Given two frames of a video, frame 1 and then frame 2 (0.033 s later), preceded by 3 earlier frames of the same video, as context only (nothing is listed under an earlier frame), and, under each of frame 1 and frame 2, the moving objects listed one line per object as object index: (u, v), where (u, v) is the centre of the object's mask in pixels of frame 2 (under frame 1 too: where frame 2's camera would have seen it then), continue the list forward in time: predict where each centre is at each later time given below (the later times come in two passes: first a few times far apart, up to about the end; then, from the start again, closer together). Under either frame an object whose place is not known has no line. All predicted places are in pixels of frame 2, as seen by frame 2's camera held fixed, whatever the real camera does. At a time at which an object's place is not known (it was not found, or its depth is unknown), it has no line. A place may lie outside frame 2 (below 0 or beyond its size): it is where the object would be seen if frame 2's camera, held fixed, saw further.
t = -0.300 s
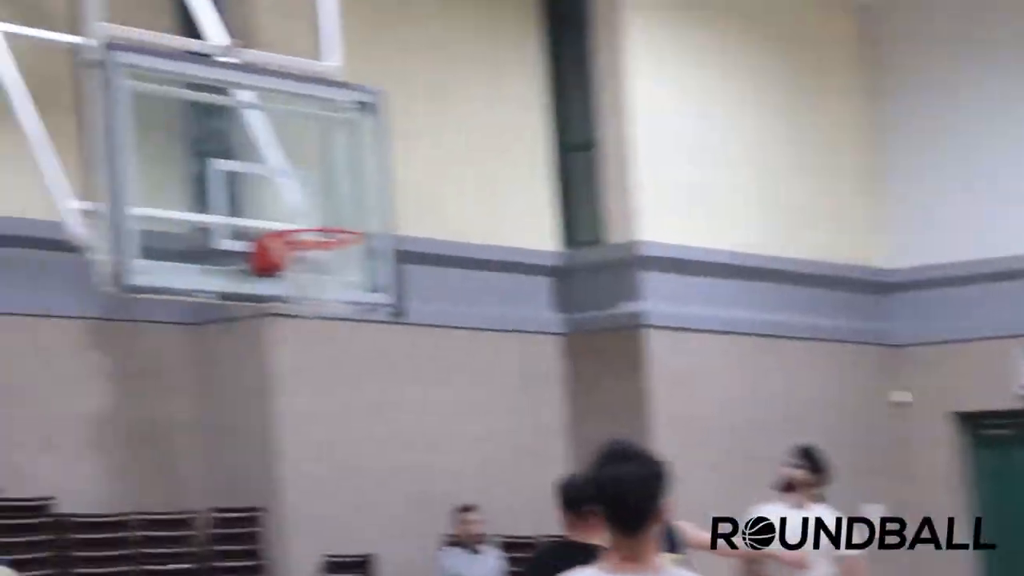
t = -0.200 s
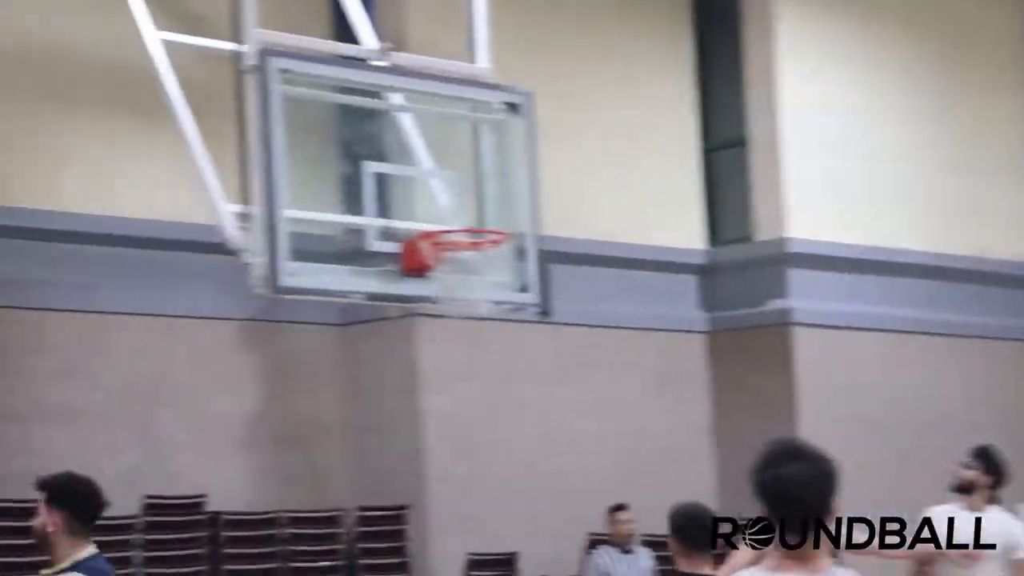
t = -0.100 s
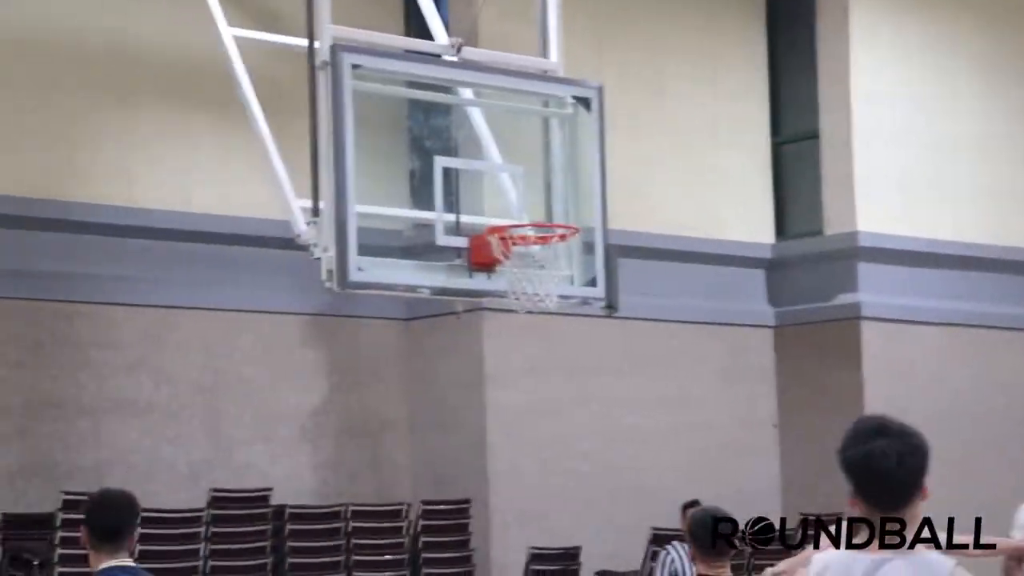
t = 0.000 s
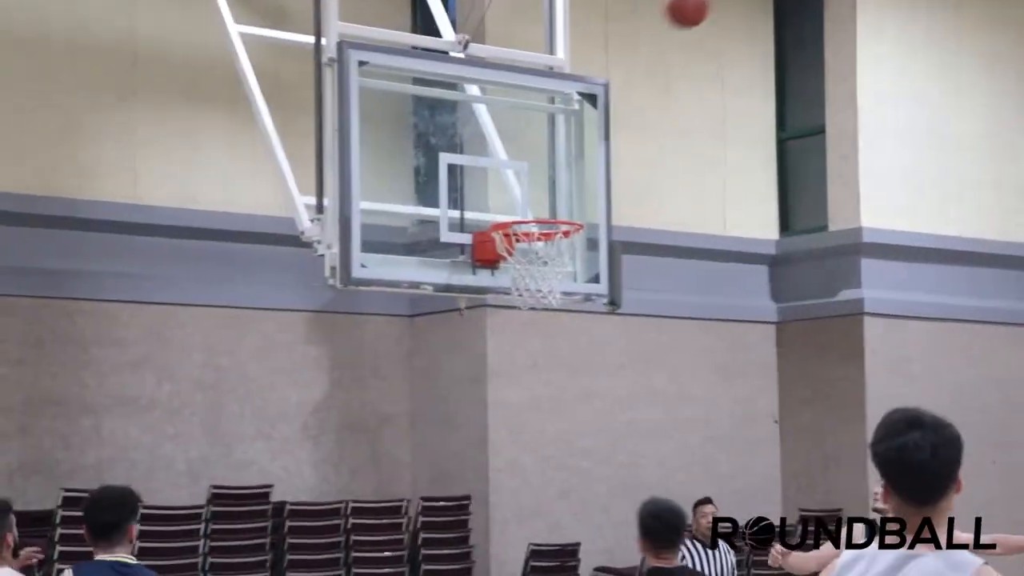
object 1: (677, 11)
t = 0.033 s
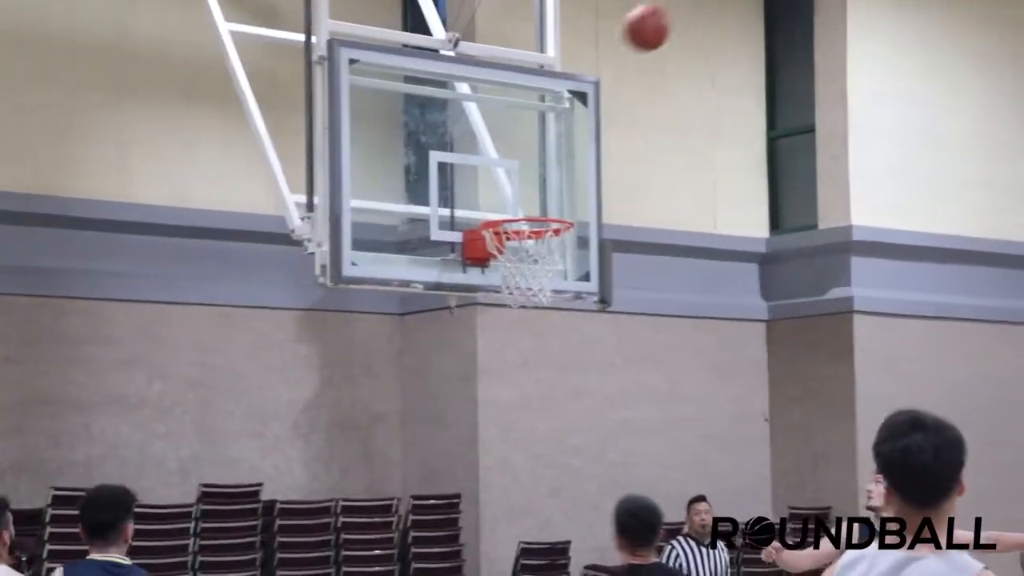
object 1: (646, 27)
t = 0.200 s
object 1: (527, 170)
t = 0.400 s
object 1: (526, 248)
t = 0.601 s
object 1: (508, 276)
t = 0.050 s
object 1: (631, 41)
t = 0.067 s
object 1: (616, 54)
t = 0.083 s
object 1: (601, 69)
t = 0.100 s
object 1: (587, 84)
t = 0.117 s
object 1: (571, 100)
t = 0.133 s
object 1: (556, 115)
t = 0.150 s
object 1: (541, 131)
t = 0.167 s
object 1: (526, 147)
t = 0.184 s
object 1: (522, 160)
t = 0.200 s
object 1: (527, 170)
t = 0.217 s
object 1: (532, 180)
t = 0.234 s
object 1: (536, 192)
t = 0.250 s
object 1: (541, 200)
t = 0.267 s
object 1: (547, 206)
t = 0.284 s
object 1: (547, 223)
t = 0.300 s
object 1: (545, 227)
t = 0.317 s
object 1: (541, 233)
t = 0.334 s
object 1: (539, 240)
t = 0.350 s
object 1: (535, 242)
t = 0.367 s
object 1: (530, 243)
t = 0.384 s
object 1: (528, 245)
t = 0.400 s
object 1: (526, 248)
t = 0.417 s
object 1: (524, 250)
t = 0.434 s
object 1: (522, 251)
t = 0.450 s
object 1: (520, 251)
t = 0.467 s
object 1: (519, 254)
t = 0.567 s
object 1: (511, 268)
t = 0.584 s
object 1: (508, 271)
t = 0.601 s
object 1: (508, 276)
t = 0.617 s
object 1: (507, 280)
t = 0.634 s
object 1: (507, 285)
